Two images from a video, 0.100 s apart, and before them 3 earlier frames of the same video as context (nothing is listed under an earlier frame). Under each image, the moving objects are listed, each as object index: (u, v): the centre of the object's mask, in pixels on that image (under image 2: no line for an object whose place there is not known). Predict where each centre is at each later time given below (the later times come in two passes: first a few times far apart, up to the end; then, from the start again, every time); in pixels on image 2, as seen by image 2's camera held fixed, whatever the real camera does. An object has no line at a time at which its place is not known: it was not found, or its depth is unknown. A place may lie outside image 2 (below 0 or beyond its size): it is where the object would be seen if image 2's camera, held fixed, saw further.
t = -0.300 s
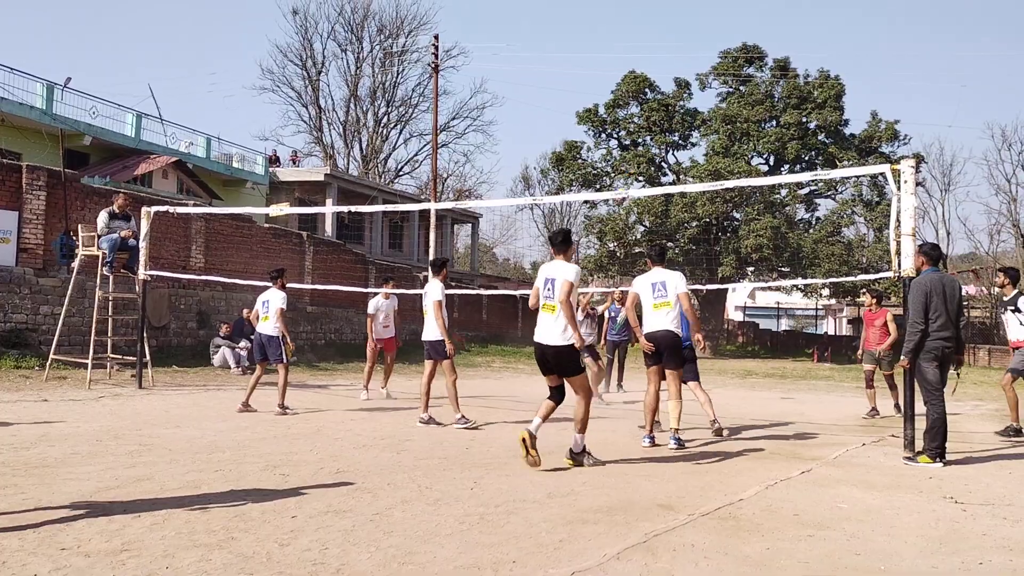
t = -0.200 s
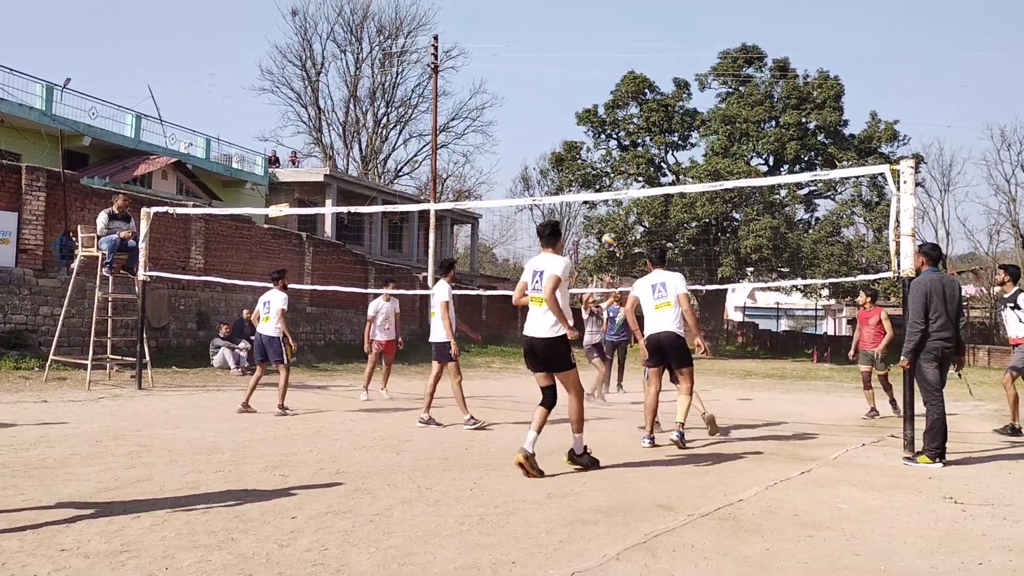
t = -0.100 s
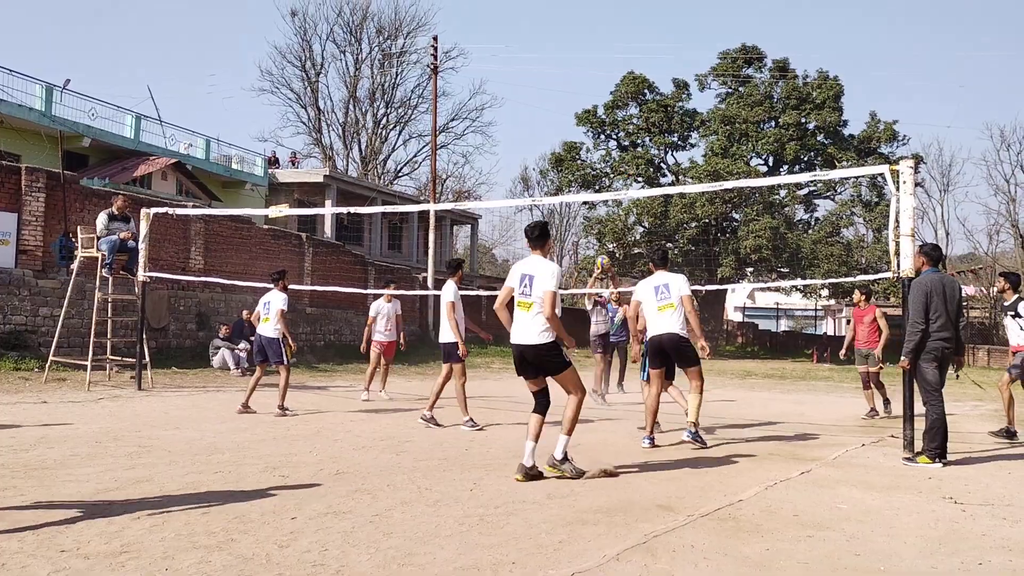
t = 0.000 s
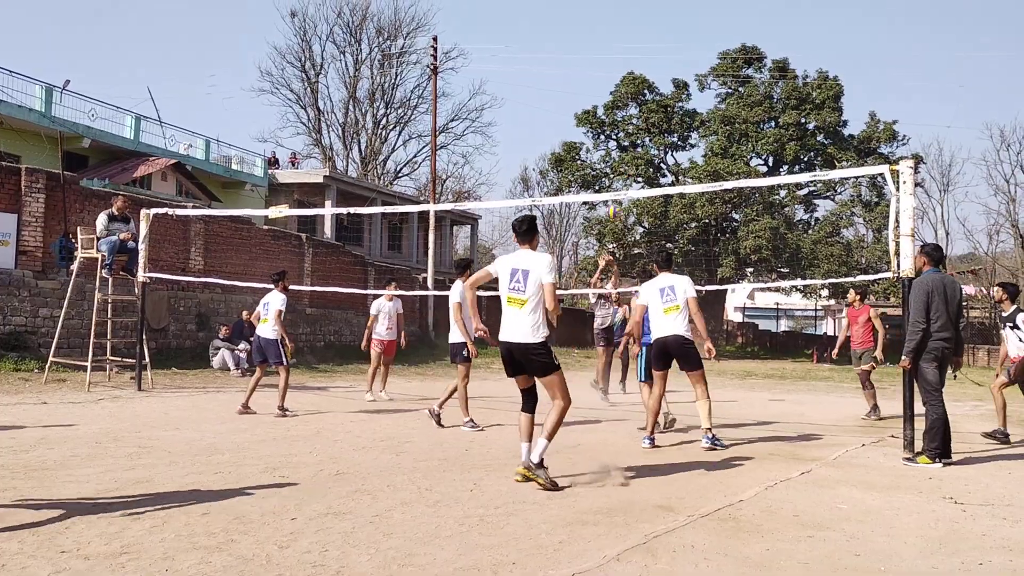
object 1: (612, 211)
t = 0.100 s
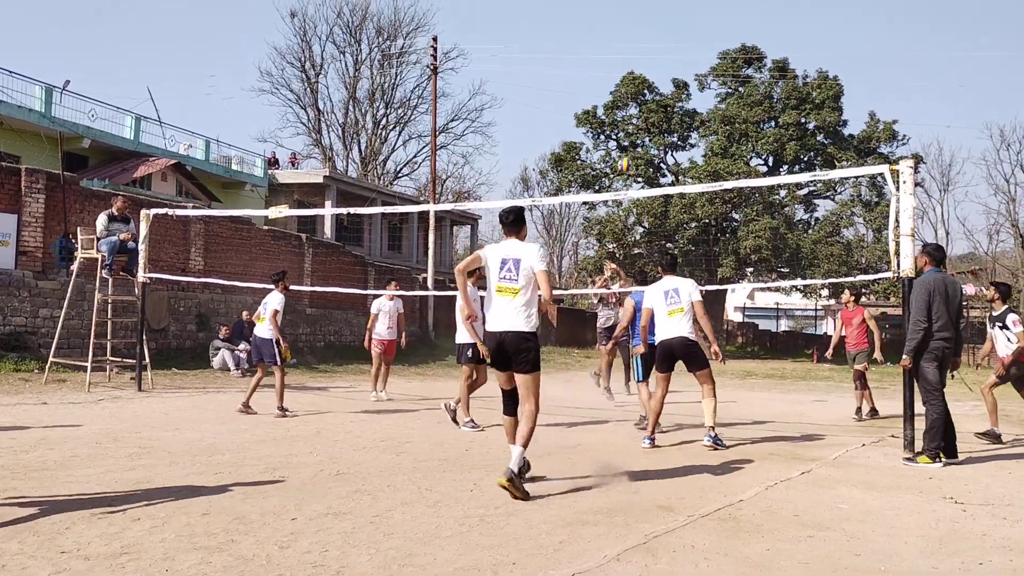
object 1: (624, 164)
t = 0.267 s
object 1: (644, 99)
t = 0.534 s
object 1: (679, 30)
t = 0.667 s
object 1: (698, 15)
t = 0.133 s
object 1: (628, 151)
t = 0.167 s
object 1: (632, 137)
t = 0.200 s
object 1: (637, 124)
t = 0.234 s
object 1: (641, 111)
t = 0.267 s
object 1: (644, 99)
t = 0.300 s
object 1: (649, 88)
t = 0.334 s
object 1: (654, 78)
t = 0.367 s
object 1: (658, 68)
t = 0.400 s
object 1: (662, 59)
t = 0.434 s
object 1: (666, 50)
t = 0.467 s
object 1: (671, 43)
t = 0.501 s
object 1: (675, 36)
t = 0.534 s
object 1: (679, 30)
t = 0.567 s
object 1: (684, 25)
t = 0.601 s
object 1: (689, 20)
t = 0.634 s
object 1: (693, 18)
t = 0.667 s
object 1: (698, 15)
